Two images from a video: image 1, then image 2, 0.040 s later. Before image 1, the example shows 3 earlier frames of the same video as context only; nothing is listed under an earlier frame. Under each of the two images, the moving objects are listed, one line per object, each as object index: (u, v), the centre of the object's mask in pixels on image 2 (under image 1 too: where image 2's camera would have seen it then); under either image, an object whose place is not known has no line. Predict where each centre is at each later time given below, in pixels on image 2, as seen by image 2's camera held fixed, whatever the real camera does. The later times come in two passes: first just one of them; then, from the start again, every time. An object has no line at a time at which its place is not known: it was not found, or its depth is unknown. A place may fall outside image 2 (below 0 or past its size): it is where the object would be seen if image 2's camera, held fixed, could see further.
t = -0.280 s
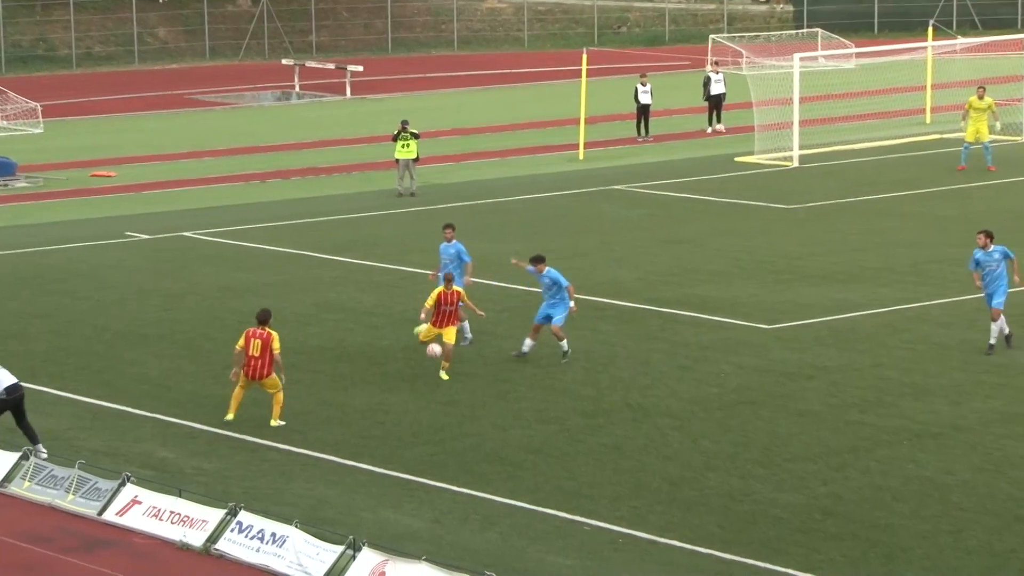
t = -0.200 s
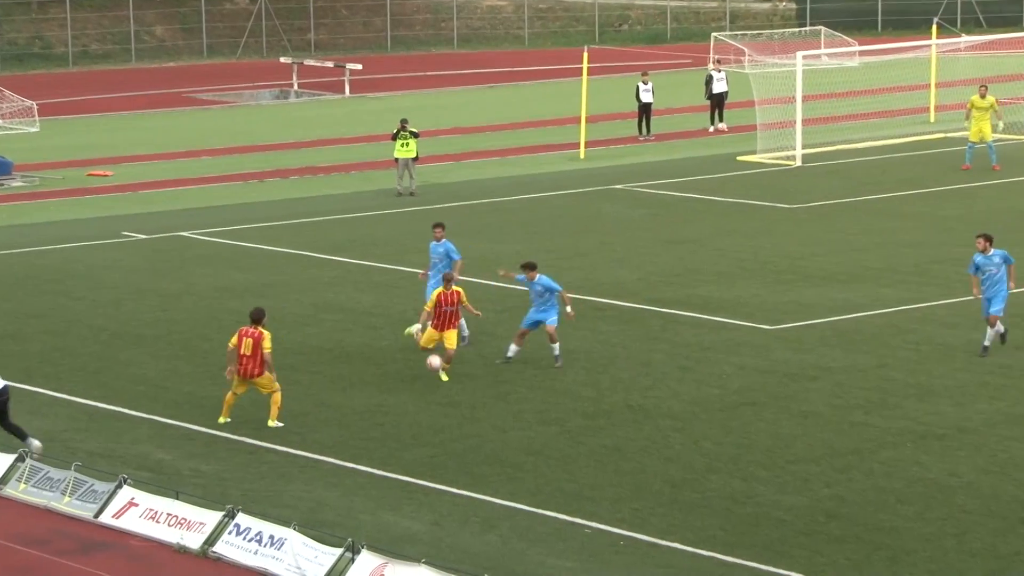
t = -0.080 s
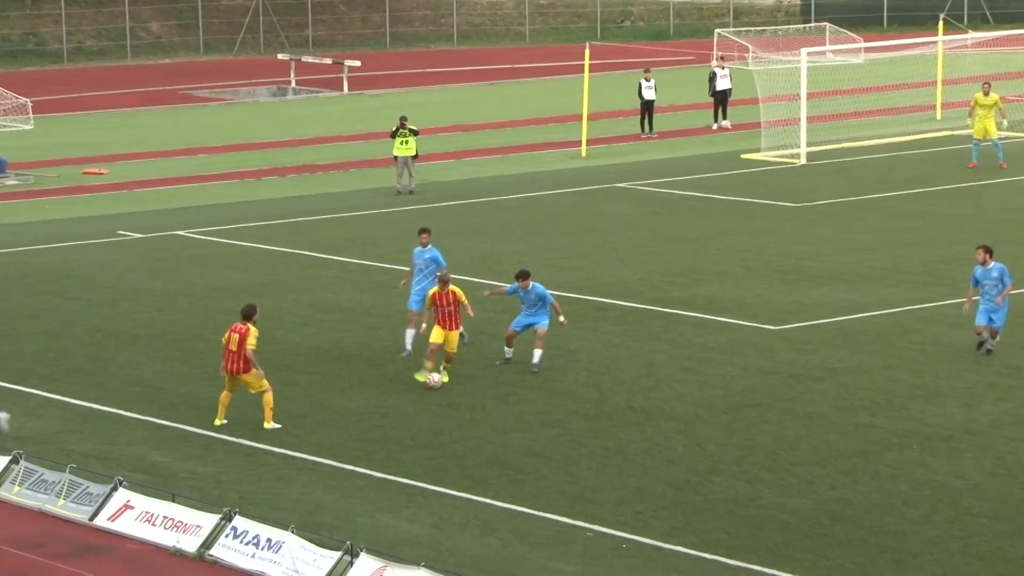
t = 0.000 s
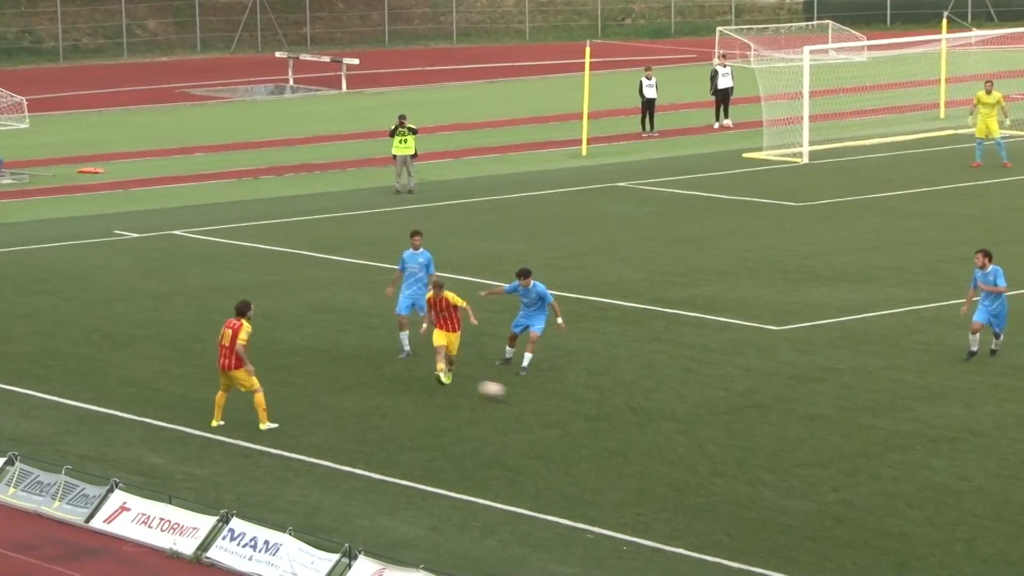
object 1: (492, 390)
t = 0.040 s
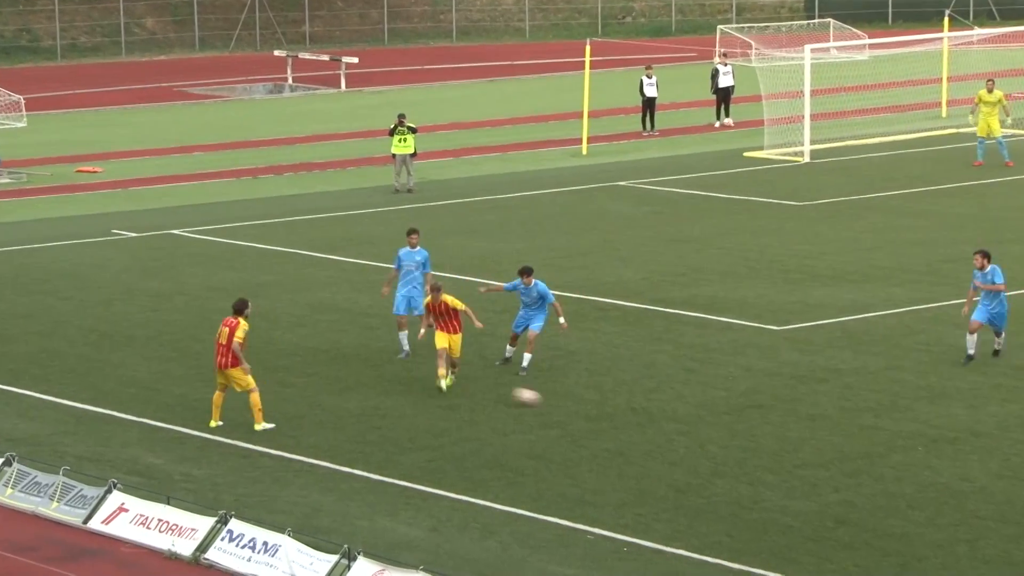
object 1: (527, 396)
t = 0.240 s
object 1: (700, 424)
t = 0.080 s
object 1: (561, 404)
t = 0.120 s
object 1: (596, 408)
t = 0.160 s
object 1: (629, 412)
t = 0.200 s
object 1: (664, 417)
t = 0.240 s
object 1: (700, 424)
